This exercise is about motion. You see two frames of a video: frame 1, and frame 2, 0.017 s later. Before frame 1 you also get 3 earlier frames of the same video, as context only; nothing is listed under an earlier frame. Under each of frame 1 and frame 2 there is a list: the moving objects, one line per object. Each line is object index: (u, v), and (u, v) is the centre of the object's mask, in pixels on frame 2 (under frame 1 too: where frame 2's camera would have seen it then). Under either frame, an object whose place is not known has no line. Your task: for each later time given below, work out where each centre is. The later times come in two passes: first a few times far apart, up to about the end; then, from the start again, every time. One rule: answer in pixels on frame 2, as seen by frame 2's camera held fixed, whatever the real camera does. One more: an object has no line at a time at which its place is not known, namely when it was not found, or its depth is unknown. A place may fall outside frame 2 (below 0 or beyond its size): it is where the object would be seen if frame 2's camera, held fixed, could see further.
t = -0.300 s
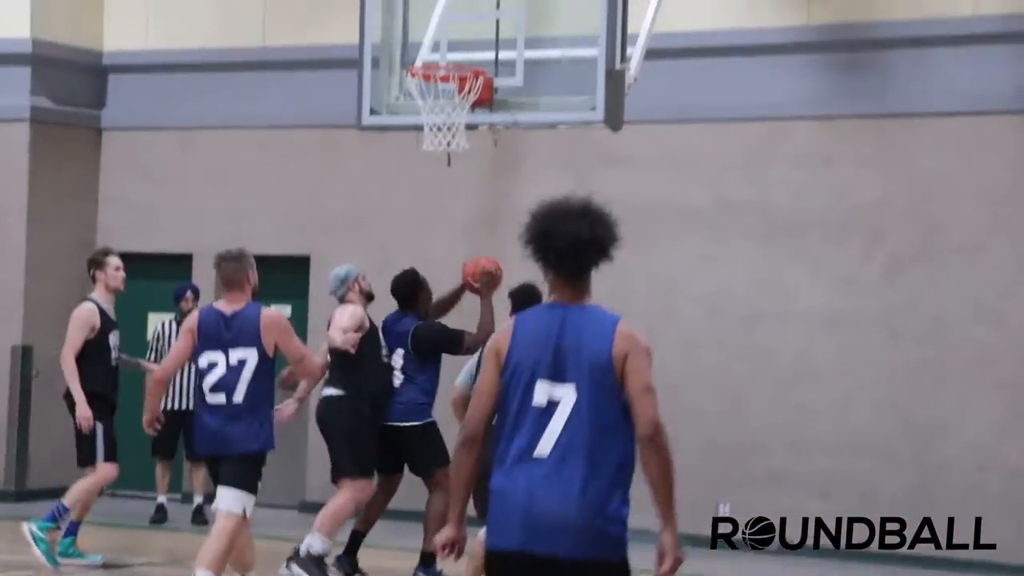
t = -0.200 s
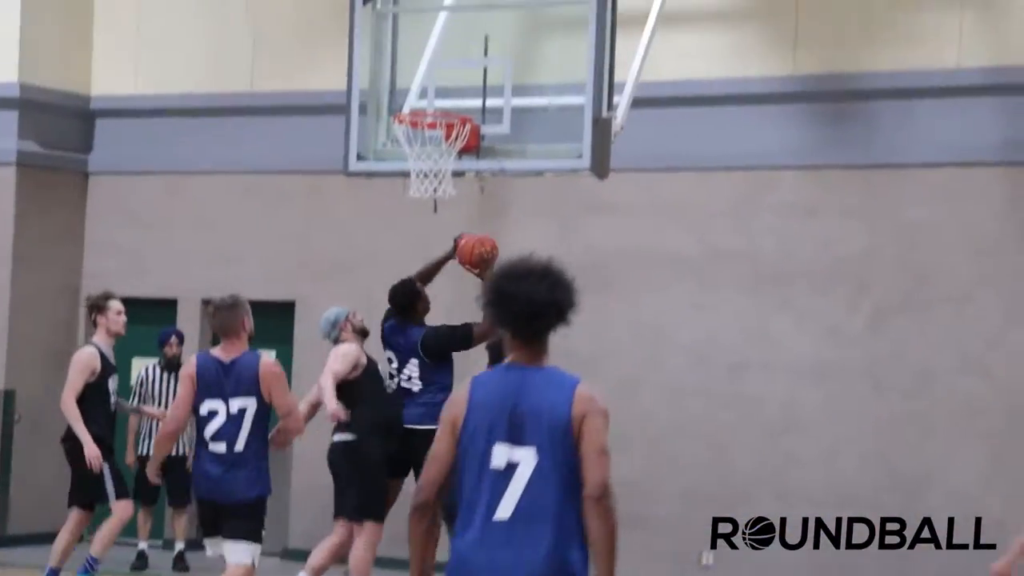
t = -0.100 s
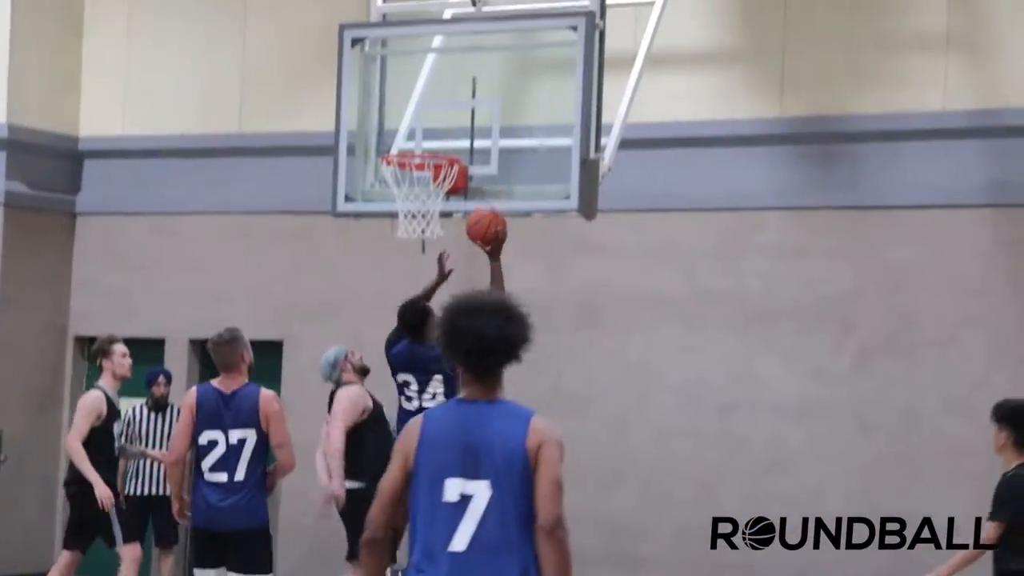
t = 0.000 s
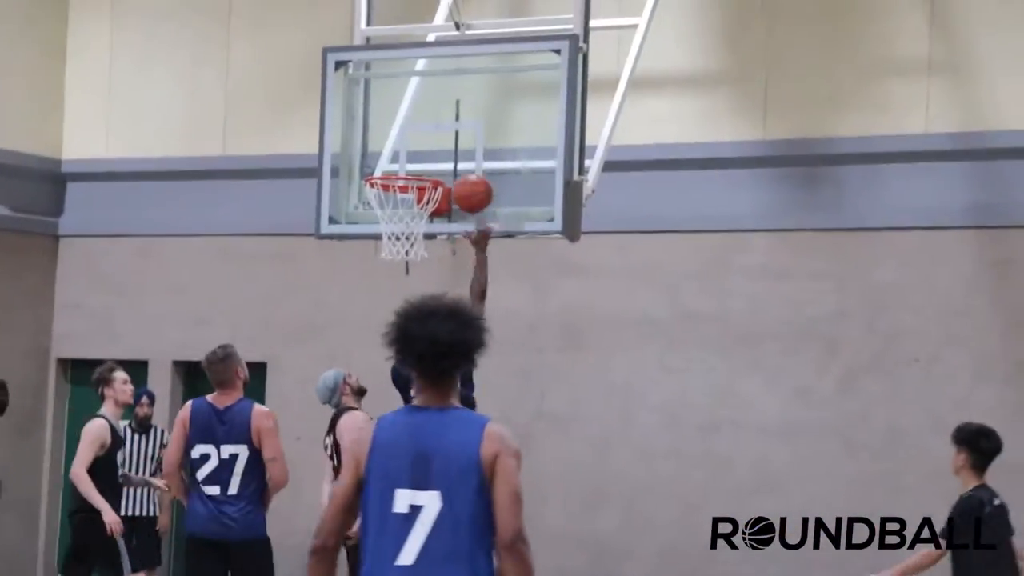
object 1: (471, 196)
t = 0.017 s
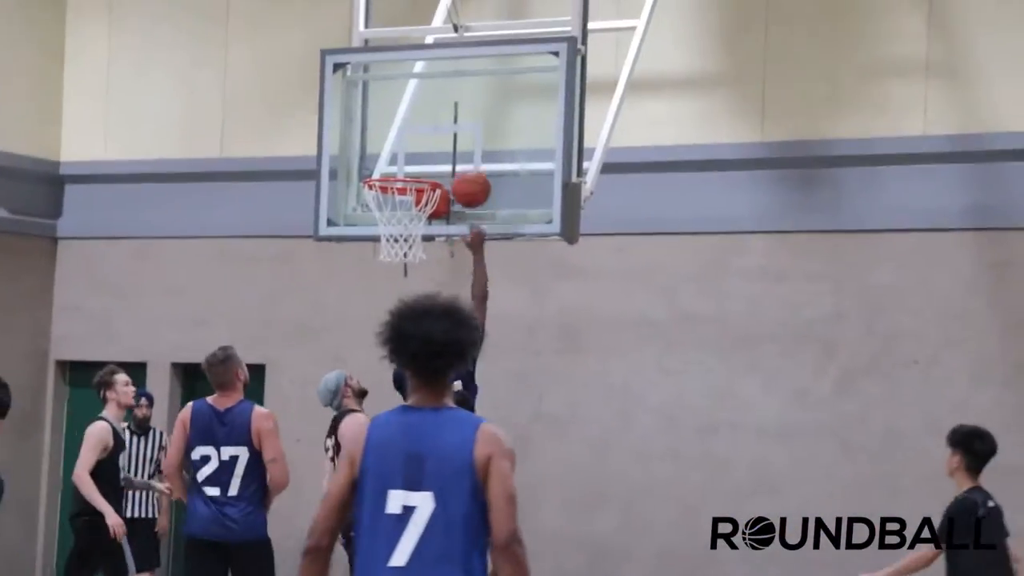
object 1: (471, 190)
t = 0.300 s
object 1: (434, 147)
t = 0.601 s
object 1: (389, 188)
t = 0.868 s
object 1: (397, 281)
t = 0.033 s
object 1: (471, 182)
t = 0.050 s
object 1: (470, 175)
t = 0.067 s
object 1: (470, 170)
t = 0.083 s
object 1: (469, 165)
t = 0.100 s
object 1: (469, 160)
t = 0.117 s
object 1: (469, 156)
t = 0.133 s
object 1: (468, 152)
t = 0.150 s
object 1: (467, 149)
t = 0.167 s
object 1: (463, 147)
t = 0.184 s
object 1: (459, 146)
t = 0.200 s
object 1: (456, 145)
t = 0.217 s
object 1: (452, 144)
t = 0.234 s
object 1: (449, 144)
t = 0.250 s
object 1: (445, 144)
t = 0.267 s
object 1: (441, 144)
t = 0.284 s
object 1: (438, 145)
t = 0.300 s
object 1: (434, 147)
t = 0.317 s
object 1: (431, 149)
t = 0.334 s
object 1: (427, 152)
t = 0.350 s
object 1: (423, 154)
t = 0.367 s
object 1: (420, 158)
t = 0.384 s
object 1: (416, 161)
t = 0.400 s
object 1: (412, 164)
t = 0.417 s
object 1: (410, 166)
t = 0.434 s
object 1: (408, 165)
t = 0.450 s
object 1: (406, 165)
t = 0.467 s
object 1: (405, 165)
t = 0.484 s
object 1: (403, 166)
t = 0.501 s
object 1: (401, 167)
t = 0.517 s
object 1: (399, 167)
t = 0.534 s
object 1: (397, 168)
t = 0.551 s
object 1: (395, 170)
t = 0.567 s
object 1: (393, 171)
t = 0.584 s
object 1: (392, 184)
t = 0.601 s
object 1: (389, 188)
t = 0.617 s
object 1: (388, 192)
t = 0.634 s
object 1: (388, 196)
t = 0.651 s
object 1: (389, 199)
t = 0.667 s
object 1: (389, 203)
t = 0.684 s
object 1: (390, 209)
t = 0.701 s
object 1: (391, 215)
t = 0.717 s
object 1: (391, 220)
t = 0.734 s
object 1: (392, 225)
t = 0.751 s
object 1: (392, 233)
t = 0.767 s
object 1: (393, 238)
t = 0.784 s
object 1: (393, 243)
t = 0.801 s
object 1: (395, 250)
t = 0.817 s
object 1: (396, 257)
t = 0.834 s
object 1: (395, 267)
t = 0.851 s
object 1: (397, 272)
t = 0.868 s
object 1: (397, 281)
